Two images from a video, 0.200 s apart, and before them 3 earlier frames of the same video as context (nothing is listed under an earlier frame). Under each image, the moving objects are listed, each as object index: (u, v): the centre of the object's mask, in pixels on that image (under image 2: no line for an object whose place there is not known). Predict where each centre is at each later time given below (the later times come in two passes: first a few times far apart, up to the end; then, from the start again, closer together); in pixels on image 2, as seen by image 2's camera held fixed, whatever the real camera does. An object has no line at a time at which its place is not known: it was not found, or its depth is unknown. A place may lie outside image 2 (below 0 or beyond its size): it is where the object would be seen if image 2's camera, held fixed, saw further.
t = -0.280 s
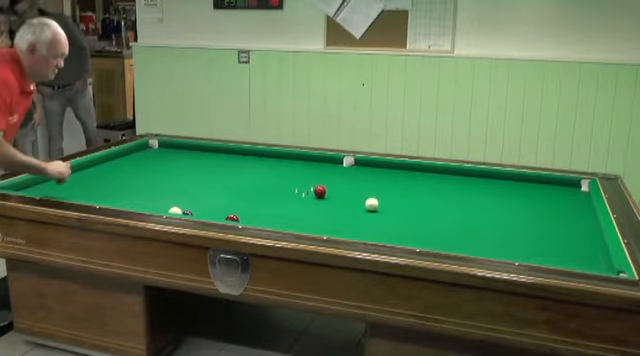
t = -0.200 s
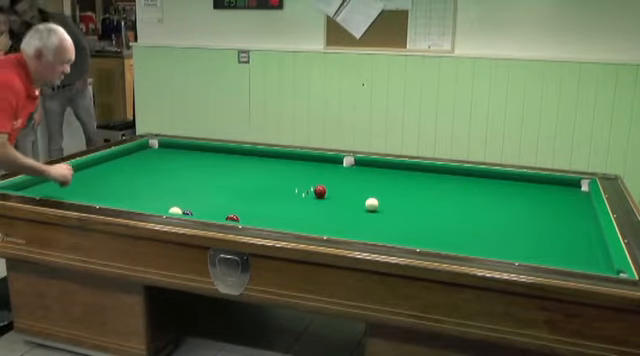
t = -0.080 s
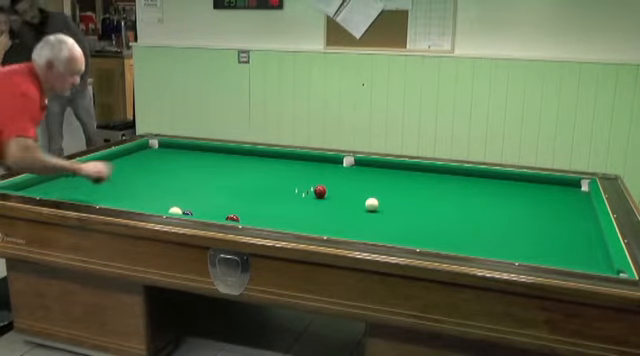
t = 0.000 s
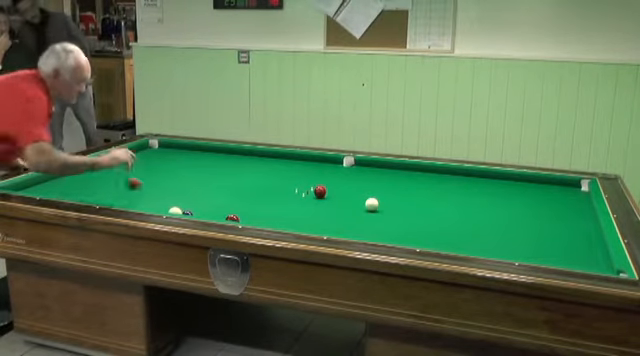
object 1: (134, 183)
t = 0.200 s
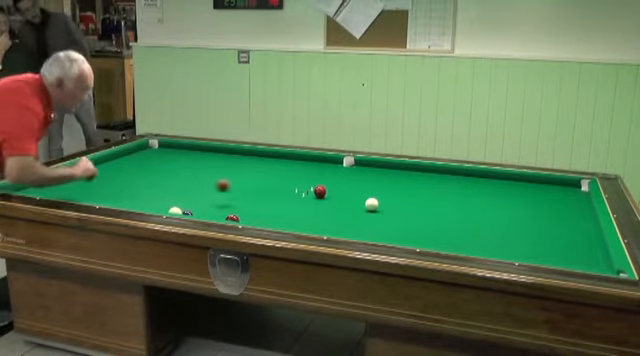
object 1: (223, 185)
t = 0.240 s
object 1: (240, 189)
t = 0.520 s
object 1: (353, 192)
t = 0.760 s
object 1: (437, 196)
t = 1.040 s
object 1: (522, 195)
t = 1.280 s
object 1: (582, 194)
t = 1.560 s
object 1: (529, 182)
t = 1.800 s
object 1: (495, 176)
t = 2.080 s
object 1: (460, 175)
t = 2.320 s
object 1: (430, 174)
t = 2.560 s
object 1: (400, 174)
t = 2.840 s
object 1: (364, 173)
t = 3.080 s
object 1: (336, 173)
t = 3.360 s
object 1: (302, 172)
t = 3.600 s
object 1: (273, 172)
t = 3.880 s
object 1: (241, 171)
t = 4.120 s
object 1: (214, 170)
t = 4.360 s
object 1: (188, 170)
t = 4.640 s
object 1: (159, 169)
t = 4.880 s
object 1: (134, 169)
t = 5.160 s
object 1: (107, 168)
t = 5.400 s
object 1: (85, 168)
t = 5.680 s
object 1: (80, 169)
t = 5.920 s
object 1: (84, 173)
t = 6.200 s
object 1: (89, 177)
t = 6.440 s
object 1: (93, 180)
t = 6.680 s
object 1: (97, 183)
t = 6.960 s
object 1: (102, 187)
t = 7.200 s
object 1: (105, 189)
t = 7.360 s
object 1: (108, 191)
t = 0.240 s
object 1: (240, 189)
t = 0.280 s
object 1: (259, 197)
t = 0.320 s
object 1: (275, 192)
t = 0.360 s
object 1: (291, 189)
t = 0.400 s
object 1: (307, 190)
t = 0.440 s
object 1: (324, 197)
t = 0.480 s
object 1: (339, 193)
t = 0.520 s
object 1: (353, 192)
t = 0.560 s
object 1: (369, 193)
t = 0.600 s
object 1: (384, 194)
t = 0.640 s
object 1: (398, 194)
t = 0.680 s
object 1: (411, 196)
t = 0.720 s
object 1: (424, 196)
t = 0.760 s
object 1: (437, 196)
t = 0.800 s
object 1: (449, 196)
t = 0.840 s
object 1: (462, 196)
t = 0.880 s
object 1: (474, 196)
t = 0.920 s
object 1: (486, 196)
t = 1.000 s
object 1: (510, 195)
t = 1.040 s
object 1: (522, 195)
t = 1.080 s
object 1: (533, 195)
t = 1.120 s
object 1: (544, 195)
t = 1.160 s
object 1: (556, 196)
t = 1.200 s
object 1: (567, 195)
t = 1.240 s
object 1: (577, 194)
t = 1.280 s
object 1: (582, 194)
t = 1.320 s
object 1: (574, 192)
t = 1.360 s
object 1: (564, 191)
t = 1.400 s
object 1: (556, 189)
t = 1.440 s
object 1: (548, 187)
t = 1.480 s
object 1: (541, 185)
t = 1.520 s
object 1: (534, 184)
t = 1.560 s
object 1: (529, 182)
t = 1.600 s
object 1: (523, 181)
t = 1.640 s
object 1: (517, 180)
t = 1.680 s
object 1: (511, 179)
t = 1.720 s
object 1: (506, 177)
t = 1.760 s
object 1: (501, 177)
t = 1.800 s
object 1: (495, 176)
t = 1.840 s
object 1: (490, 176)
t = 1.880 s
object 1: (486, 176)
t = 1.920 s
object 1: (481, 176)
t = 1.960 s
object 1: (475, 176)
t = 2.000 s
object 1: (470, 176)
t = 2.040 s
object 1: (465, 176)
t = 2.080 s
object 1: (460, 175)
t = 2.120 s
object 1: (455, 175)
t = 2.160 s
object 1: (450, 175)
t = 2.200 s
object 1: (445, 175)
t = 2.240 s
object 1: (440, 175)
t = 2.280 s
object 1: (435, 175)
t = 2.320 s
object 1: (430, 174)
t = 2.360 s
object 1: (425, 174)
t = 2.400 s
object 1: (420, 175)
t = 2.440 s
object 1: (415, 174)
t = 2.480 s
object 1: (410, 174)
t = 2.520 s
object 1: (405, 175)
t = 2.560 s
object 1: (400, 174)
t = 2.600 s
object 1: (395, 174)
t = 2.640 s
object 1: (390, 174)
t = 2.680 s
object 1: (385, 174)
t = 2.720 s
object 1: (380, 174)
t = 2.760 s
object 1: (375, 174)
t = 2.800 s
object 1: (370, 173)
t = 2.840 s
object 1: (364, 173)
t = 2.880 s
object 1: (360, 173)
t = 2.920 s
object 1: (355, 173)
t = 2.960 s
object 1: (350, 173)
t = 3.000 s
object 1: (346, 173)
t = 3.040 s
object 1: (340, 173)
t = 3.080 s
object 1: (336, 173)
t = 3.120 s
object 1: (331, 173)
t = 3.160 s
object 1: (326, 173)
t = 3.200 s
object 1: (321, 172)
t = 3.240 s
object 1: (316, 172)
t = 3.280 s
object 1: (311, 172)
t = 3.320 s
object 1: (307, 172)
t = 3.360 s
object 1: (302, 172)
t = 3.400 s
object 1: (298, 172)
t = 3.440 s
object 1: (292, 172)
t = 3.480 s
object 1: (288, 172)
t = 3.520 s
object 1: (283, 172)
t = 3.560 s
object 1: (278, 172)
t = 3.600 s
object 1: (273, 172)
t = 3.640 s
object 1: (269, 171)
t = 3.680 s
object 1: (264, 171)
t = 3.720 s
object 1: (260, 171)
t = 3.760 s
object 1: (255, 171)
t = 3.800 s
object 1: (250, 171)
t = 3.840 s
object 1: (245, 171)
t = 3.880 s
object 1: (241, 171)
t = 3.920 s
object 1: (236, 171)
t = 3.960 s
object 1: (232, 170)
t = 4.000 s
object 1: (227, 170)
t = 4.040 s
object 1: (223, 170)
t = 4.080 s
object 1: (218, 170)
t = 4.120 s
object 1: (214, 170)
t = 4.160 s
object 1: (209, 170)
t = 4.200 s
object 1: (205, 170)
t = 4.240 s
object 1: (201, 170)
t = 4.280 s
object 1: (197, 170)
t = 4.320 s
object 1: (192, 170)
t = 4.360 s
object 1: (188, 170)
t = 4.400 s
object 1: (183, 170)
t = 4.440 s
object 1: (179, 170)
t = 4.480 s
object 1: (175, 170)
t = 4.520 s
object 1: (171, 169)
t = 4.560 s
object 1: (167, 169)
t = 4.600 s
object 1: (163, 169)
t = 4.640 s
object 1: (159, 169)
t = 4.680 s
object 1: (155, 170)
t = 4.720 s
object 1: (150, 169)
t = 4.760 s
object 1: (146, 169)
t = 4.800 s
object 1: (142, 169)
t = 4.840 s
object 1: (138, 169)
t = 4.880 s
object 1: (134, 169)
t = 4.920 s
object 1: (130, 169)
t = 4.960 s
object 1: (126, 169)
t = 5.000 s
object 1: (122, 169)
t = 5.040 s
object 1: (118, 169)
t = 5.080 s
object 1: (115, 169)
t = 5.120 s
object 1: (111, 168)
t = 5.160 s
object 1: (107, 168)
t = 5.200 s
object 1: (103, 168)
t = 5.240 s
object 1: (100, 168)
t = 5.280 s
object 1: (95, 168)
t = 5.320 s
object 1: (92, 168)
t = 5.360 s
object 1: (89, 168)
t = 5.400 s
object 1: (85, 168)
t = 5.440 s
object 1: (79, 168)
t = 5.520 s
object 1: (79, 168)
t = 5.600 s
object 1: (79, 169)
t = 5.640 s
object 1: (79, 169)
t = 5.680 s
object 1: (80, 169)
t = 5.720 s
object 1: (81, 170)
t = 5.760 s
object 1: (82, 171)
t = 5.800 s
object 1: (82, 171)
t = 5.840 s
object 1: (82, 171)
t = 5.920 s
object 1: (84, 173)
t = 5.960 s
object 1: (85, 174)
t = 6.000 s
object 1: (86, 174)
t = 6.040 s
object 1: (87, 175)
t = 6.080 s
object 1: (87, 175)
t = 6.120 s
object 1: (88, 176)
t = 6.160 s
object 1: (89, 177)
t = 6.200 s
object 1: (89, 177)
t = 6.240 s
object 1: (90, 178)
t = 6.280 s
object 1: (90, 178)
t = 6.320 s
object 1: (92, 179)
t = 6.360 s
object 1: (92, 179)
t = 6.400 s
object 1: (93, 180)
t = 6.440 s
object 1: (93, 180)
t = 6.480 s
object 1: (94, 181)
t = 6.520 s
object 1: (95, 181)
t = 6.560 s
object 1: (95, 182)
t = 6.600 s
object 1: (96, 182)
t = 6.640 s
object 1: (96, 183)
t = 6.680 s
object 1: (97, 183)
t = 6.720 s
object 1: (98, 184)
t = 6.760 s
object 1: (99, 184)
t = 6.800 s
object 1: (99, 185)
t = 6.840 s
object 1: (100, 185)
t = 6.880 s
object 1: (101, 186)
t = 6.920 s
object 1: (101, 186)
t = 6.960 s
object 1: (102, 187)
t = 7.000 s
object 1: (102, 187)
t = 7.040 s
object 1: (103, 187)
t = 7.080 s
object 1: (104, 188)
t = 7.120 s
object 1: (104, 188)
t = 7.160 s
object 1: (105, 189)
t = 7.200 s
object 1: (105, 189)
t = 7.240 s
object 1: (106, 190)
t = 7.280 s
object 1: (107, 190)
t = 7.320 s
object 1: (108, 191)
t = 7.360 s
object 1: (108, 191)
